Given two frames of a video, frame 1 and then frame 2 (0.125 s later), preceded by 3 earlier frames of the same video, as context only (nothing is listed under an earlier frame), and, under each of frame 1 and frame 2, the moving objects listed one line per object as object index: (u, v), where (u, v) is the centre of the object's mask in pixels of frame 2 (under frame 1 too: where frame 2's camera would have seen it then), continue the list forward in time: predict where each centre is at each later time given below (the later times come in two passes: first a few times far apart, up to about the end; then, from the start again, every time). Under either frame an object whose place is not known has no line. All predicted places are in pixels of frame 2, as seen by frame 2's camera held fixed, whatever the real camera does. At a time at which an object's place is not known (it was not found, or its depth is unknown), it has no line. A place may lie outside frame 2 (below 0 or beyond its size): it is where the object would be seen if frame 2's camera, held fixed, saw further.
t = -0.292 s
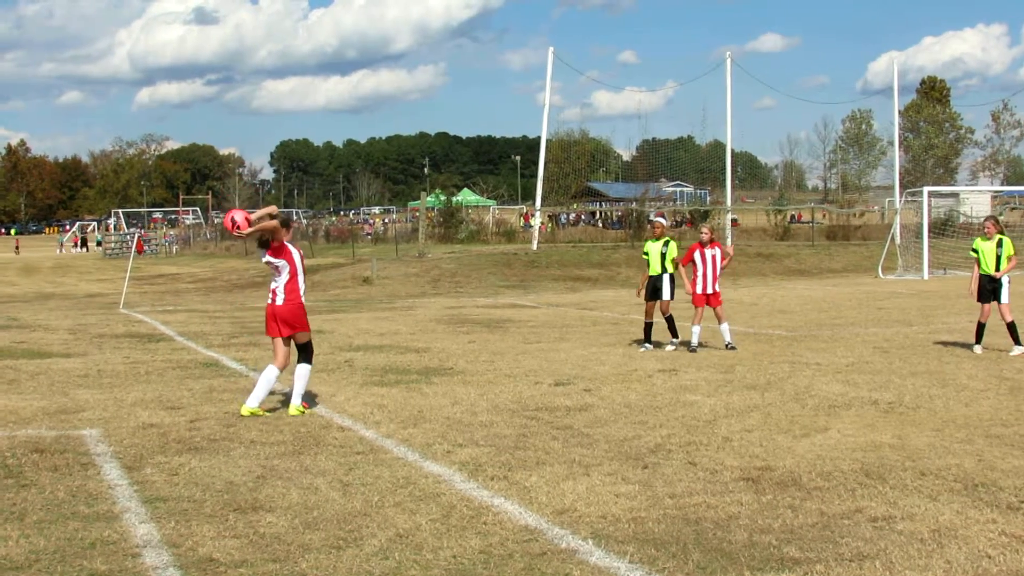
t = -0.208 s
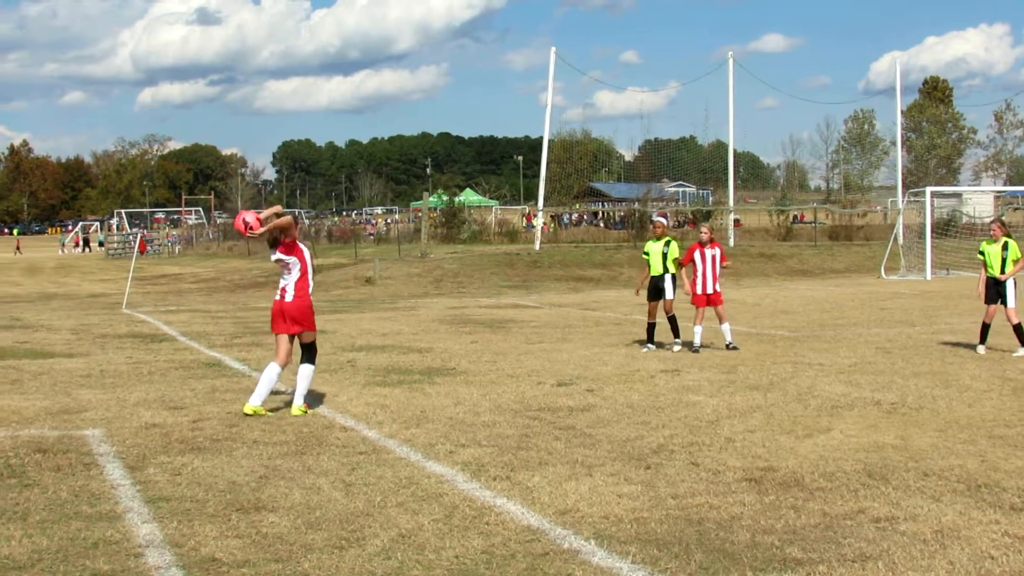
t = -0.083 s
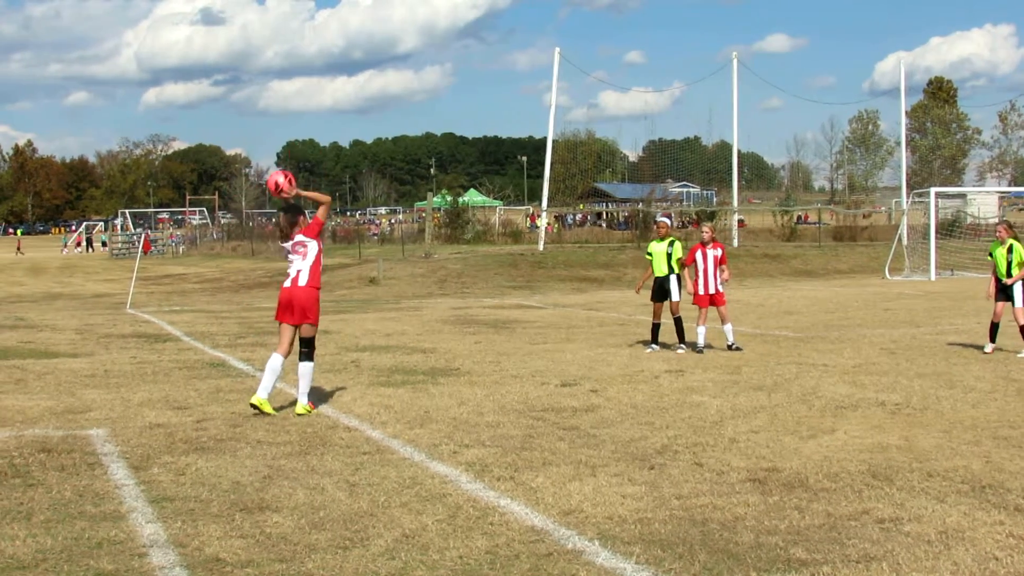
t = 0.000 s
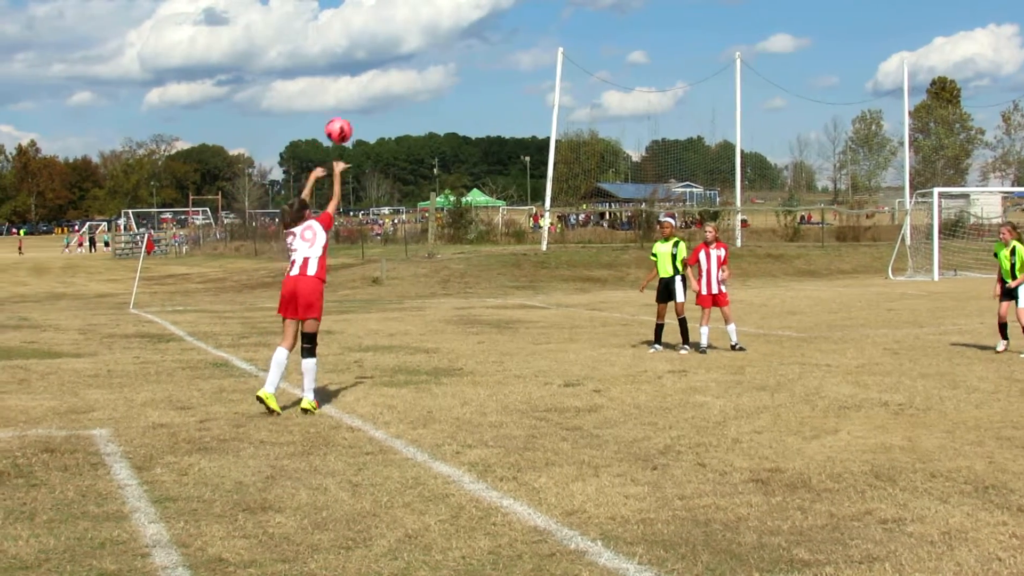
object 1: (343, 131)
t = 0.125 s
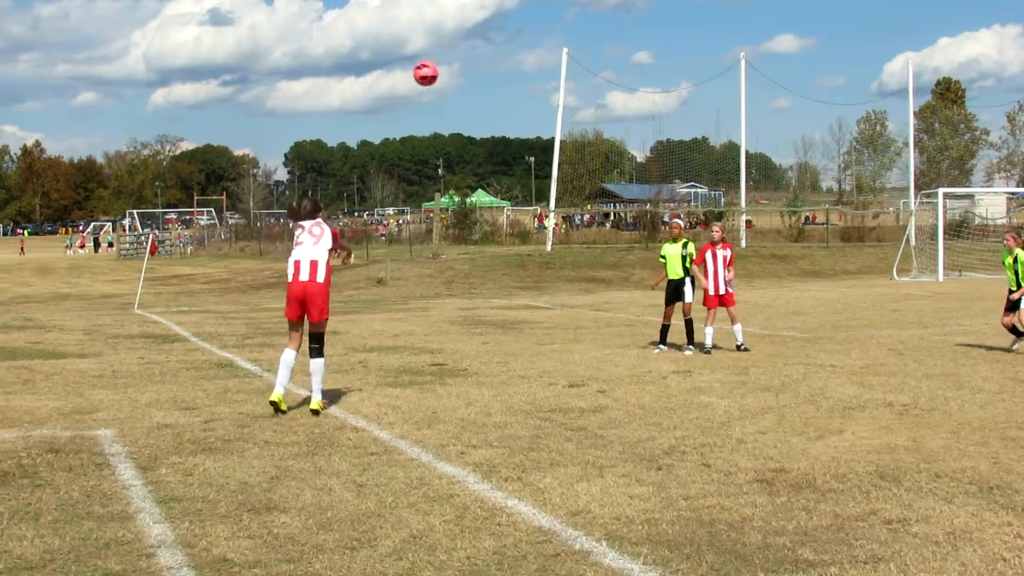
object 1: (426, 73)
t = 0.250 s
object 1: (499, 41)
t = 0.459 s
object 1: (604, 31)
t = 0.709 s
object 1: (710, 68)
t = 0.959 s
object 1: (789, 150)
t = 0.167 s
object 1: (451, 60)
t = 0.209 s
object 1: (476, 49)
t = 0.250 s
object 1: (499, 41)
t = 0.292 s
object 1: (522, 35)
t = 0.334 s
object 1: (543, 31)
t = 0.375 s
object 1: (564, 29)
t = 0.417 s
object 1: (583, 29)
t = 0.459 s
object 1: (604, 31)
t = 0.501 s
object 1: (623, 34)
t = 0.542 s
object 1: (646, 39)
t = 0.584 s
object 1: (665, 44)
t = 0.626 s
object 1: (681, 51)
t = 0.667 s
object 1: (696, 58)
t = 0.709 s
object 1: (710, 68)
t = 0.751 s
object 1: (725, 78)
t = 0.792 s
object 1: (739, 90)
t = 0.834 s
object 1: (753, 104)
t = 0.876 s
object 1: (766, 118)
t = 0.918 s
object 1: (778, 134)
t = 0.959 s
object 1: (789, 150)
